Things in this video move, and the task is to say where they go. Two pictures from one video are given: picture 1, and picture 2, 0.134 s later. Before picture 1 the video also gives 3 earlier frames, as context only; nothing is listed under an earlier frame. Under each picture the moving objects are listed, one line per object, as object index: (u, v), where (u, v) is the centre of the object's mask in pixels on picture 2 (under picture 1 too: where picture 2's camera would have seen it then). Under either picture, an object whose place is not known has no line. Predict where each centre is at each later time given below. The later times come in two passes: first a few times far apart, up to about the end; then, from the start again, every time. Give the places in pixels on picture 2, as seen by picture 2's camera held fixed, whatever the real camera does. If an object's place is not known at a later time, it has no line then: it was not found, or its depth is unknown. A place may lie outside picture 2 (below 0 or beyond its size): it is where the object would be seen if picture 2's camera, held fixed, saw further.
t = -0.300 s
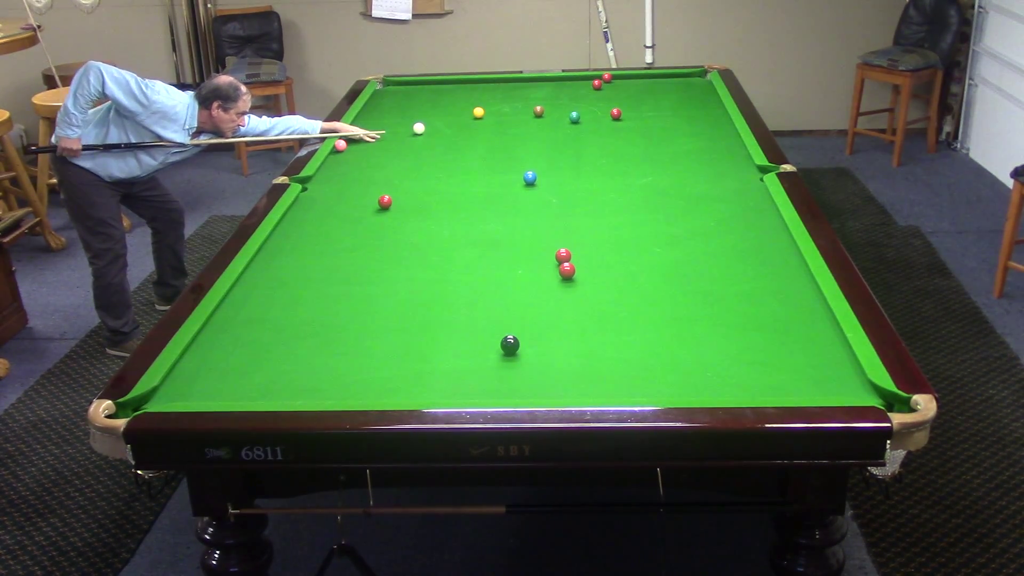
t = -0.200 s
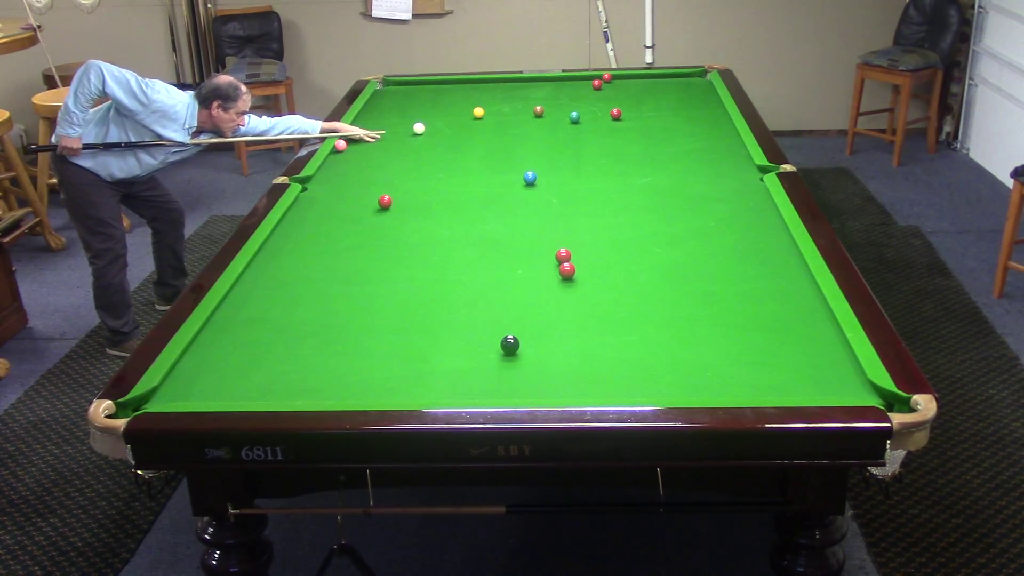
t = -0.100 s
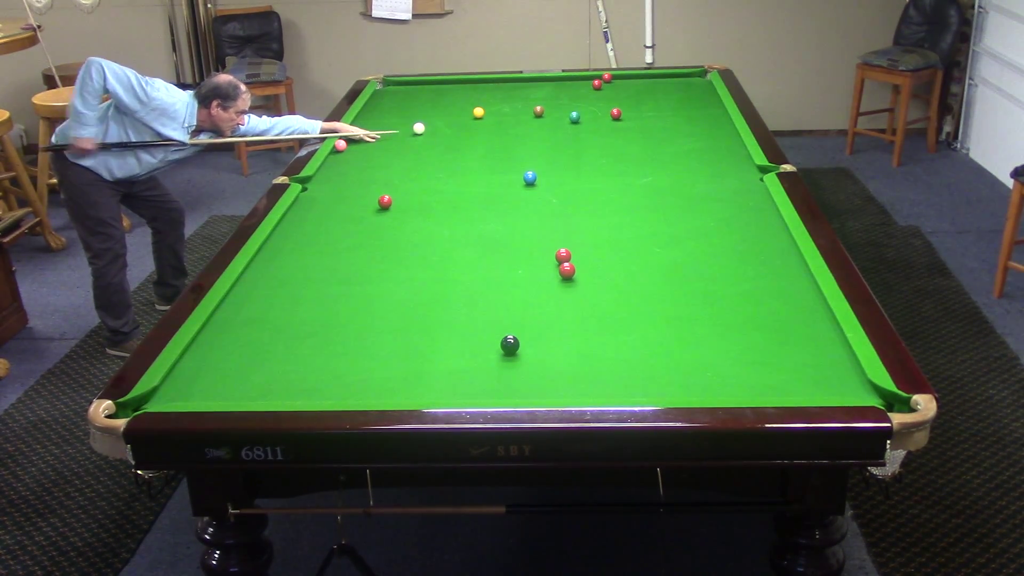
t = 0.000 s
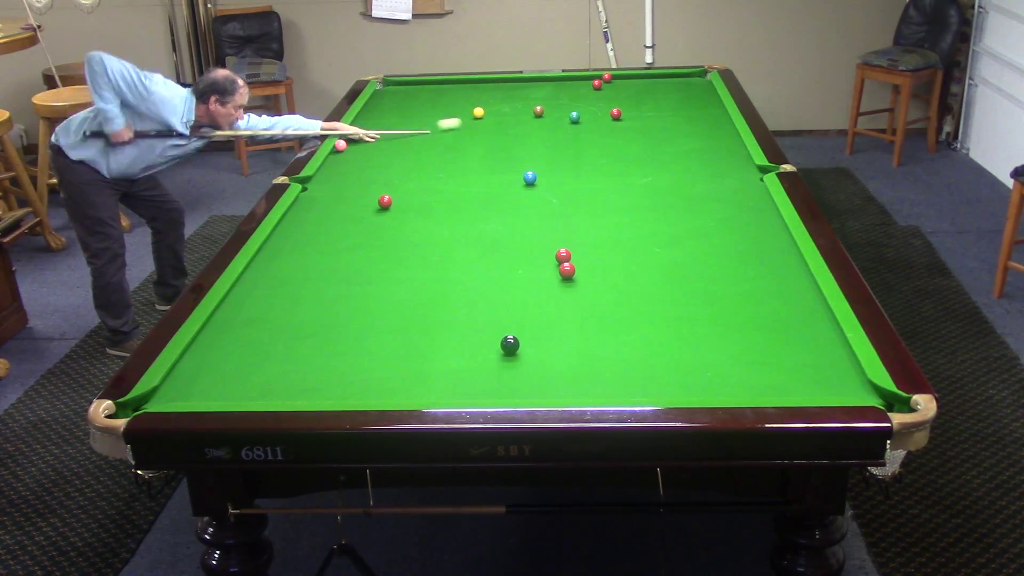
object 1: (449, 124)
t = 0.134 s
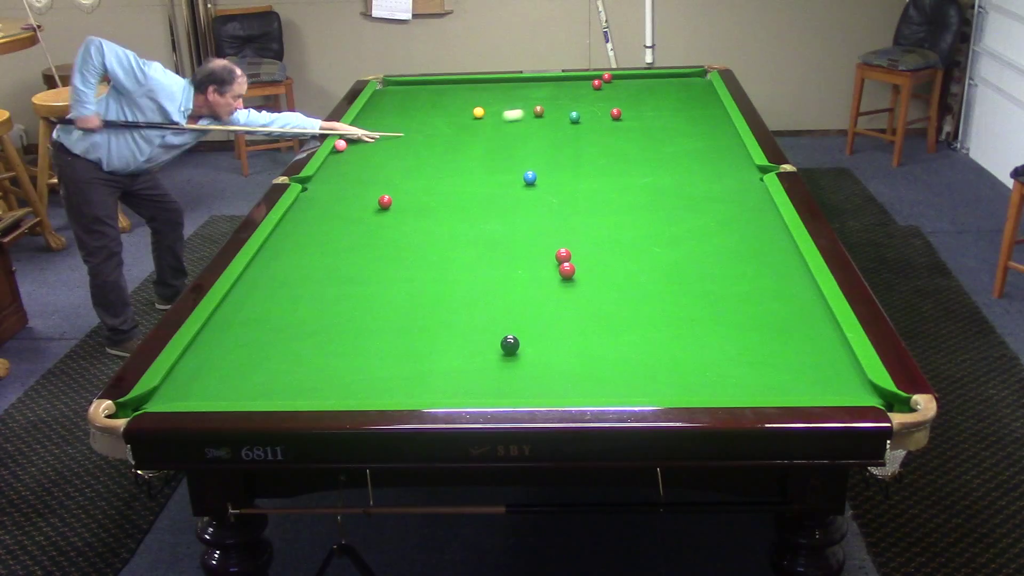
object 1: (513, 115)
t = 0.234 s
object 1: (533, 114)
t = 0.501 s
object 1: (538, 118)
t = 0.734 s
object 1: (542, 121)
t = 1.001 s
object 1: (546, 124)
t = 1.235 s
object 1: (549, 127)
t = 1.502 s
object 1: (553, 130)
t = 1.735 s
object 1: (556, 133)
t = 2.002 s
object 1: (559, 136)
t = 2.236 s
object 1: (561, 138)
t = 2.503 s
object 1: (563, 140)
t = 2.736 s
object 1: (564, 141)
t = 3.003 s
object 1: (566, 143)
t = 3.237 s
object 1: (567, 144)
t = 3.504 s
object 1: (568, 145)
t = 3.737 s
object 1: (568, 146)
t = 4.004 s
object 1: (568, 146)
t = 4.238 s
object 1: (568, 146)
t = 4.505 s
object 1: (568, 146)
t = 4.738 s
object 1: (568, 146)
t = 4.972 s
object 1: (568, 146)
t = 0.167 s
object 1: (526, 113)
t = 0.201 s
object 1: (531, 113)
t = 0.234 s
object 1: (533, 114)
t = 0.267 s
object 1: (534, 114)
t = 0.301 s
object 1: (535, 115)
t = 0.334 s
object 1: (535, 115)
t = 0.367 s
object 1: (536, 116)
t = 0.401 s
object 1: (536, 116)
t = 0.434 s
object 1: (537, 117)
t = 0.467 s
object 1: (537, 117)
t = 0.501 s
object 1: (538, 118)
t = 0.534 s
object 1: (539, 118)
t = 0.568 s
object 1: (539, 118)
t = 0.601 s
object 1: (540, 119)
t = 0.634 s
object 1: (540, 119)
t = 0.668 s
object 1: (541, 120)
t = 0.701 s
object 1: (541, 120)
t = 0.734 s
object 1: (542, 121)
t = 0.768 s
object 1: (542, 121)
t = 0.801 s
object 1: (543, 122)
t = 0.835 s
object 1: (543, 122)
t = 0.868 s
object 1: (544, 123)
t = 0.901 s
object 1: (544, 123)
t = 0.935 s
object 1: (545, 123)
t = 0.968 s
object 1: (546, 124)
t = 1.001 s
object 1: (546, 124)
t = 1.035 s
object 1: (547, 125)
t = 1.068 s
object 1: (547, 125)
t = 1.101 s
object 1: (548, 126)
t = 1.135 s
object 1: (548, 126)
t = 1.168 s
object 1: (549, 127)
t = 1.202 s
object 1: (549, 127)
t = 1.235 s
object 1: (549, 127)
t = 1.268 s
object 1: (550, 128)
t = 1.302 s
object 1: (550, 128)
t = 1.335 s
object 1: (551, 128)
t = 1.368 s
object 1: (551, 129)
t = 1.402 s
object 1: (552, 129)
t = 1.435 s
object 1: (552, 130)
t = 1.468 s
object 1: (553, 130)
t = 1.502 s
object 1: (553, 130)
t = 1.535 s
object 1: (553, 131)
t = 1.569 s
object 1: (554, 131)
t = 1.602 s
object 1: (554, 131)
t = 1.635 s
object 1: (555, 132)
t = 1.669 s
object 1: (555, 132)
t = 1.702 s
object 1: (556, 132)
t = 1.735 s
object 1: (556, 133)
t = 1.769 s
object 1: (556, 133)
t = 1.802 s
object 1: (557, 134)
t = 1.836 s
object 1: (557, 134)
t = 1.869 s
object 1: (558, 134)
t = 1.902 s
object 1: (558, 134)
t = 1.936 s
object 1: (558, 135)
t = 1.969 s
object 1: (559, 135)
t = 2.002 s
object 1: (559, 136)
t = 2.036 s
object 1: (559, 136)
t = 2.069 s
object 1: (559, 136)
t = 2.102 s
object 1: (560, 136)
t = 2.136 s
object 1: (560, 137)
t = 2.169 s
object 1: (560, 137)
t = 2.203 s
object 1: (561, 137)
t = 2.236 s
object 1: (561, 138)
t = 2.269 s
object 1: (561, 138)
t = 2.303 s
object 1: (561, 138)
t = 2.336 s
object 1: (562, 138)
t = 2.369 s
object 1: (562, 139)
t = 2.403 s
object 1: (562, 139)
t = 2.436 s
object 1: (562, 139)
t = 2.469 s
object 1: (563, 139)
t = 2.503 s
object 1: (563, 140)
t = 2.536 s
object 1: (563, 140)
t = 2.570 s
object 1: (563, 140)
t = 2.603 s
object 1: (564, 140)
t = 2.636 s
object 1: (564, 141)
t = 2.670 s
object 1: (564, 141)
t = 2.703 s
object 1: (564, 141)
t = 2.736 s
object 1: (564, 141)
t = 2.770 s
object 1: (564, 141)
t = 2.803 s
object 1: (565, 142)
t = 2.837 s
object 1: (565, 142)
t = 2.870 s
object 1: (565, 142)
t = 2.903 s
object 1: (565, 142)
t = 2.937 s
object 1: (565, 143)
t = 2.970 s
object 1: (566, 143)
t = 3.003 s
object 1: (566, 143)
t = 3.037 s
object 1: (566, 143)
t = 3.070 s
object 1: (566, 143)
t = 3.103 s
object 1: (566, 143)
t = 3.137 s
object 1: (566, 144)
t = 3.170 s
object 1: (566, 144)
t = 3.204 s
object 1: (566, 144)
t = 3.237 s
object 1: (567, 144)
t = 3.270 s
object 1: (567, 144)
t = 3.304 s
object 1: (567, 144)
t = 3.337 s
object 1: (567, 145)
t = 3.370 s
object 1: (567, 145)
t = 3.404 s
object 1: (567, 145)
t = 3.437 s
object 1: (567, 145)
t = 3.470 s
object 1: (568, 145)
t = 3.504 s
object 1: (568, 145)
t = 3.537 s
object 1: (568, 145)
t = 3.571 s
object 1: (568, 146)
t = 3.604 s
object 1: (568, 145)
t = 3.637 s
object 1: (568, 146)
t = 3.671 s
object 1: (568, 146)
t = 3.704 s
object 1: (568, 146)
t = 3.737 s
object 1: (568, 146)
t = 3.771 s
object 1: (568, 146)
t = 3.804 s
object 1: (568, 146)
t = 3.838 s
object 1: (568, 146)
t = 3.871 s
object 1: (568, 146)
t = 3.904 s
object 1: (568, 146)
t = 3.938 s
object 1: (568, 146)
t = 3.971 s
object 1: (568, 146)
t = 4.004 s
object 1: (568, 146)
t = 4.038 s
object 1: (568, 146)
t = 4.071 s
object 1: (568, 146)
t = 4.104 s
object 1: (568, 146)
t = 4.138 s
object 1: (568, 146)
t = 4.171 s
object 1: (568, 146)
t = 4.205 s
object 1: (568, 146)
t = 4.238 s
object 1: (568, 146)
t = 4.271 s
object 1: (568, 146)
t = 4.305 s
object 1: (568, 146)
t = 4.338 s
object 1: (568, 146)
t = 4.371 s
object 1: (568, 146)
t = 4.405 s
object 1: (568, 146)
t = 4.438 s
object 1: (568, 146)
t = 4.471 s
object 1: (568, 146)
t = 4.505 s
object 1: (568, 146)
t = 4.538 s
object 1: (568, 146)
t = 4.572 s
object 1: (568, 146)
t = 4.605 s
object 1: (568, 146)
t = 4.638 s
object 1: (568, 146)
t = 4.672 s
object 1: (568, 146)
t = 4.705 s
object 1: (568, 146)
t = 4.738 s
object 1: (568, 146)
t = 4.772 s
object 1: (568, 146)
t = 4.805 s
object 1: (568, 146)
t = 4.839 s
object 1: (568, 146)
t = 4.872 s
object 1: (568, 146)
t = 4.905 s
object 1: (568, 146)
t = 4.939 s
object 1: (568, 146)
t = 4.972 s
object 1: (568, 146)
